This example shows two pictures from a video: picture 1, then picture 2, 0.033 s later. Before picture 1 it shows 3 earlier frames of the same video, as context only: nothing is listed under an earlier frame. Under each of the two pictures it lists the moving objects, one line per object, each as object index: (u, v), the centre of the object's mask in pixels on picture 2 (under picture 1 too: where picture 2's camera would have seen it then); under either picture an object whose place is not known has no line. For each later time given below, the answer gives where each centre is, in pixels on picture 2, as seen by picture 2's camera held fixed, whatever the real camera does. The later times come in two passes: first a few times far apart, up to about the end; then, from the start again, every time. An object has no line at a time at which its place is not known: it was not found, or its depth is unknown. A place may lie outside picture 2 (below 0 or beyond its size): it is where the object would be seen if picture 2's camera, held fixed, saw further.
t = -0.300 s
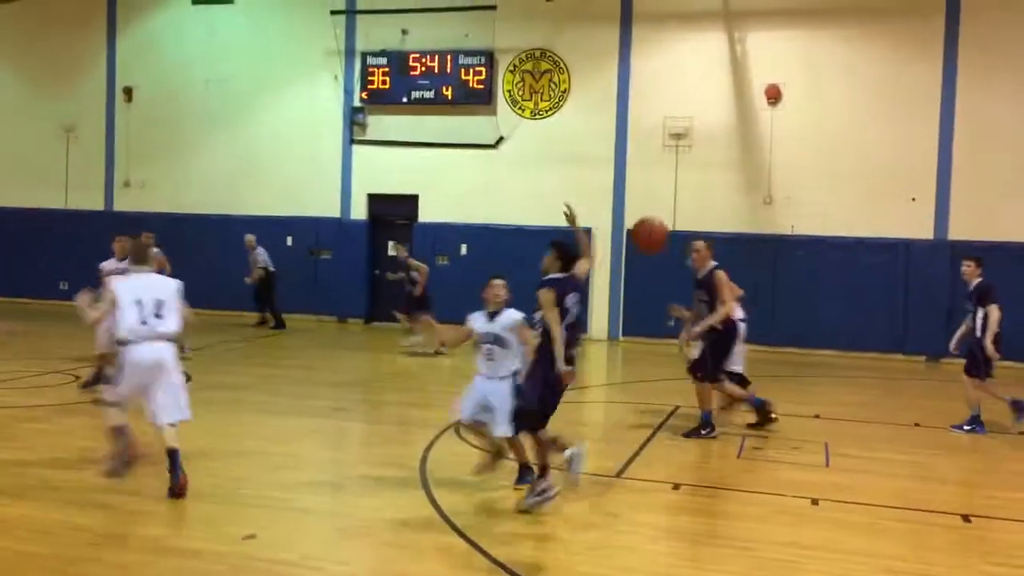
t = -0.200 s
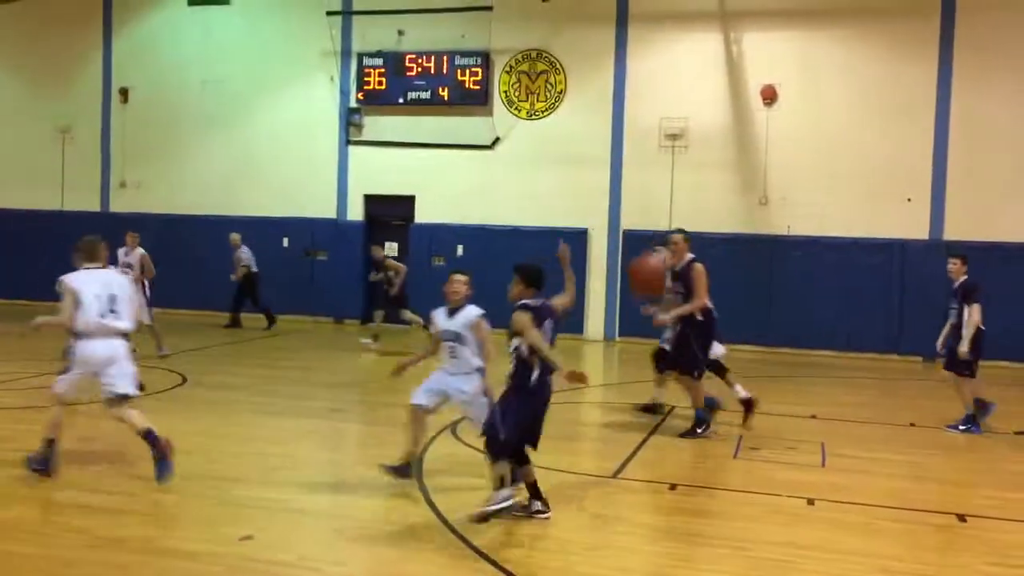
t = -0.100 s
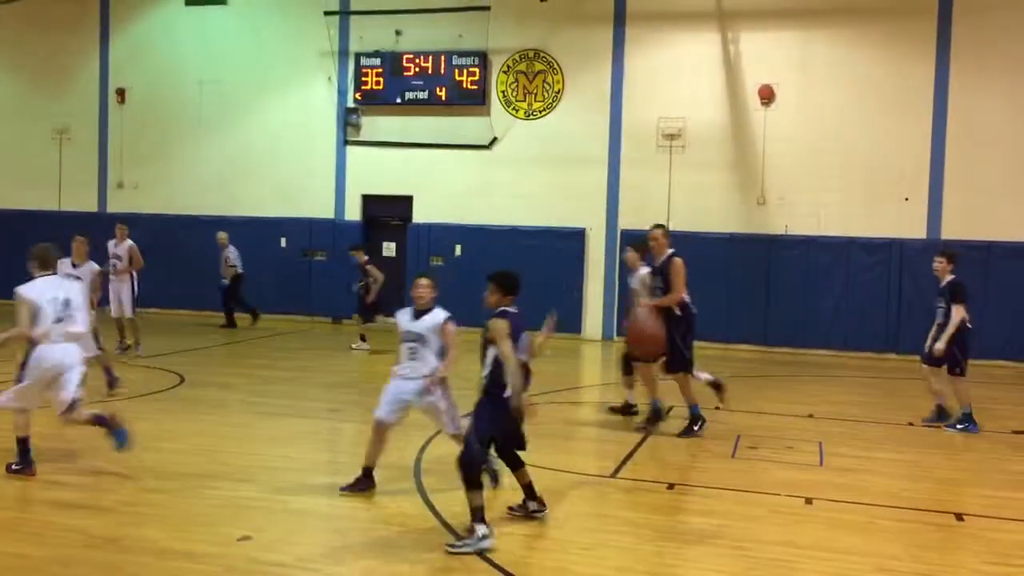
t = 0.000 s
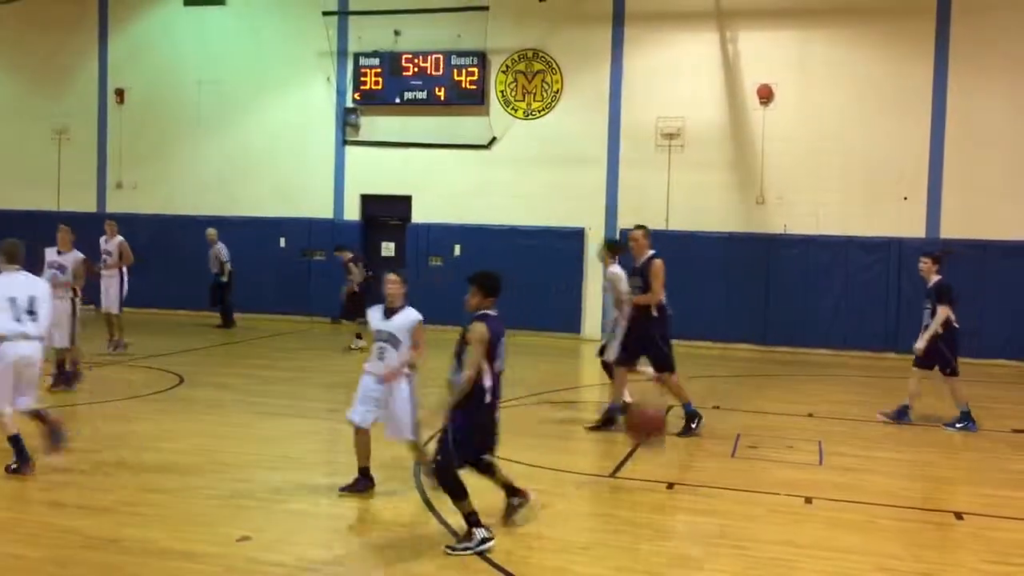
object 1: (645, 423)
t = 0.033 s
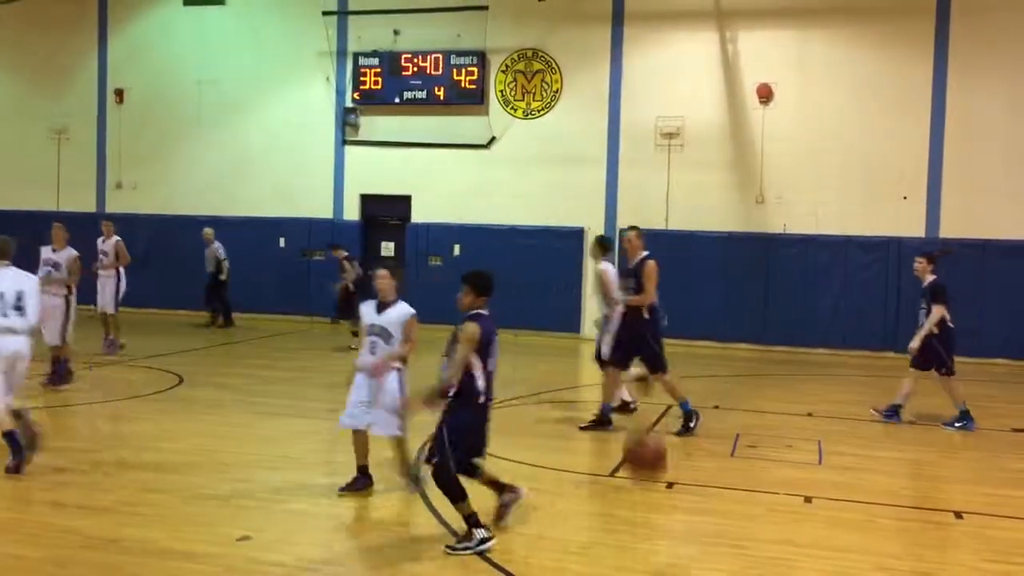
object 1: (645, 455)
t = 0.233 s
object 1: (654, 507)
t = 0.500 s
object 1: (674, 358)
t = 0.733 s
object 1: (688, 341)
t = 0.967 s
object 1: (696, 452)
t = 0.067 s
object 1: (645, 495)
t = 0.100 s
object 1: (645, 536)
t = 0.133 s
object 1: (650, 569)
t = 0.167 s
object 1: (652, 558)
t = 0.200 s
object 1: (652, 531)
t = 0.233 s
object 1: (654, 507)
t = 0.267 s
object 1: (657, 483)
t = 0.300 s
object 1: (660, 458)
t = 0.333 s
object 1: (662, 437)
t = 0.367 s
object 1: (665, 416)
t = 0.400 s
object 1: (666, 399)
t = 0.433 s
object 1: (668, 386)
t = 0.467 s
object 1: (672, 372)
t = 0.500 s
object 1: (674, 358)
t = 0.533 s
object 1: (676, 349)
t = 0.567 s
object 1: (679, 342)
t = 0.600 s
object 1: (681, 337)
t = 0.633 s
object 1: (682, 335)
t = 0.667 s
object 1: (683, 335)
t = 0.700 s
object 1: (685, 336)
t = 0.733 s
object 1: (688, 341)
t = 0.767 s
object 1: (691, 349)
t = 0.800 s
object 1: (693, 359)
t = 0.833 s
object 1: (694, 374)
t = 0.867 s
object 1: (696, 390)
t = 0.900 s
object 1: (697, 408)
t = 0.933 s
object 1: (698, 429)
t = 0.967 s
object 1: (696, 452)
